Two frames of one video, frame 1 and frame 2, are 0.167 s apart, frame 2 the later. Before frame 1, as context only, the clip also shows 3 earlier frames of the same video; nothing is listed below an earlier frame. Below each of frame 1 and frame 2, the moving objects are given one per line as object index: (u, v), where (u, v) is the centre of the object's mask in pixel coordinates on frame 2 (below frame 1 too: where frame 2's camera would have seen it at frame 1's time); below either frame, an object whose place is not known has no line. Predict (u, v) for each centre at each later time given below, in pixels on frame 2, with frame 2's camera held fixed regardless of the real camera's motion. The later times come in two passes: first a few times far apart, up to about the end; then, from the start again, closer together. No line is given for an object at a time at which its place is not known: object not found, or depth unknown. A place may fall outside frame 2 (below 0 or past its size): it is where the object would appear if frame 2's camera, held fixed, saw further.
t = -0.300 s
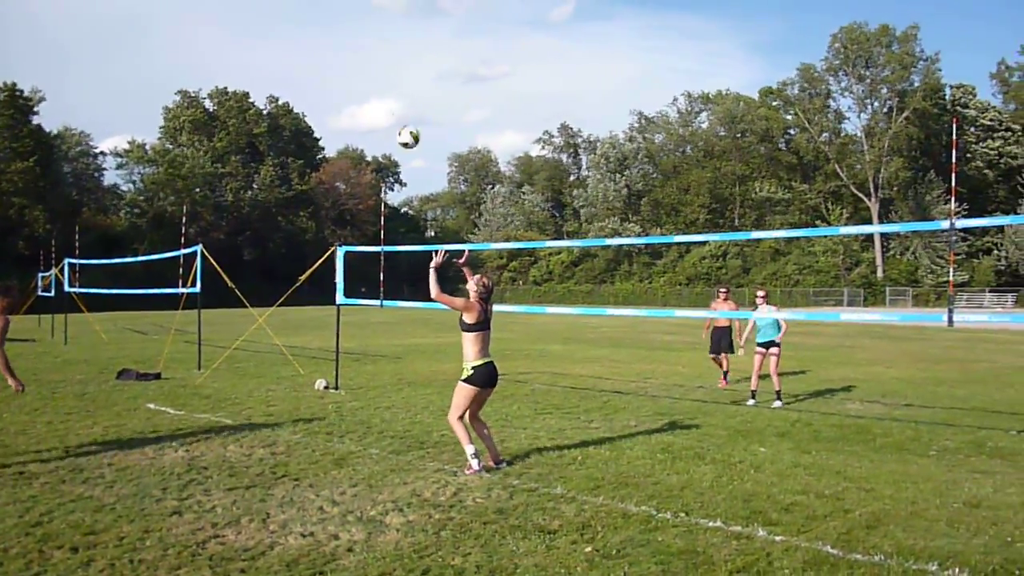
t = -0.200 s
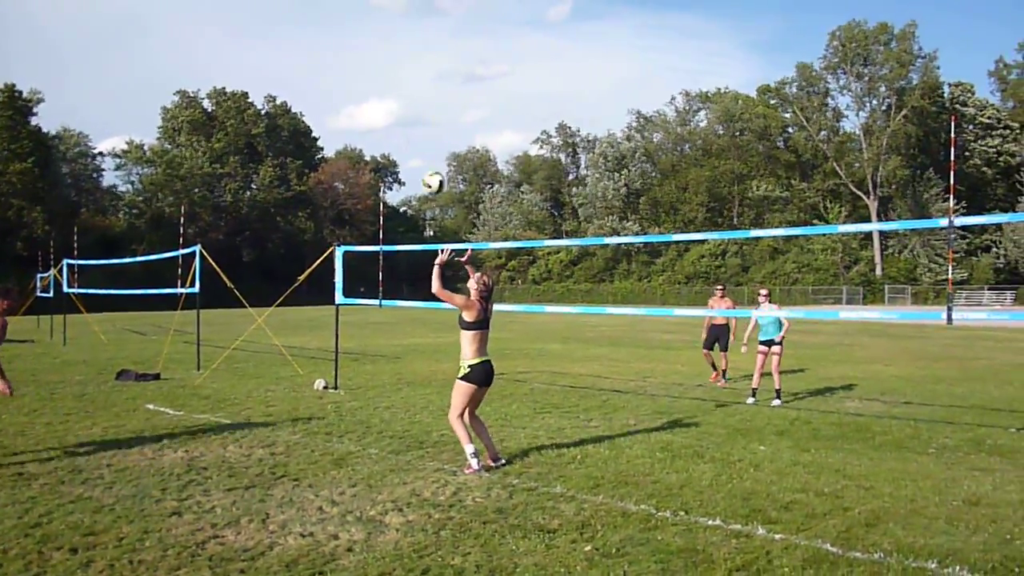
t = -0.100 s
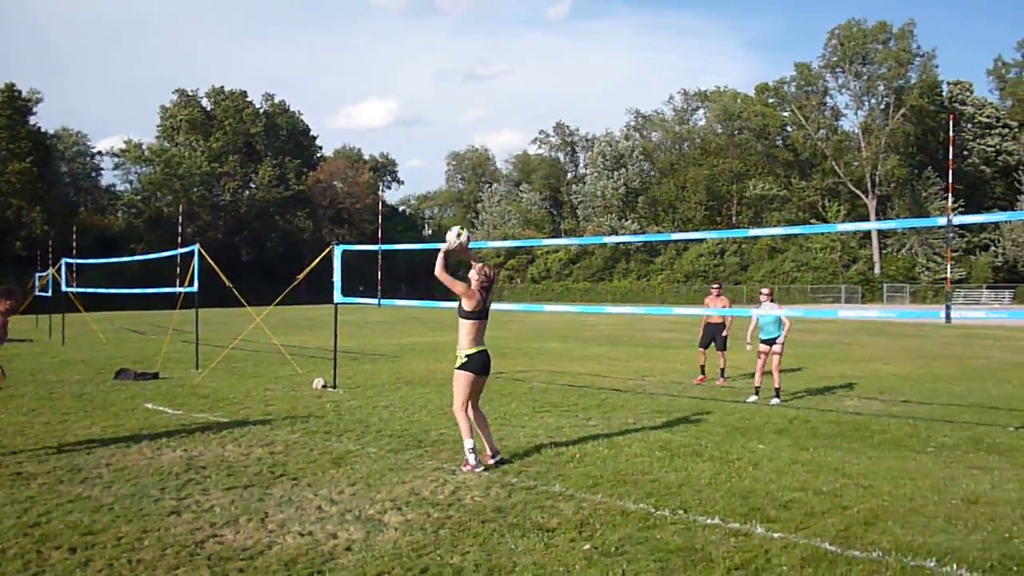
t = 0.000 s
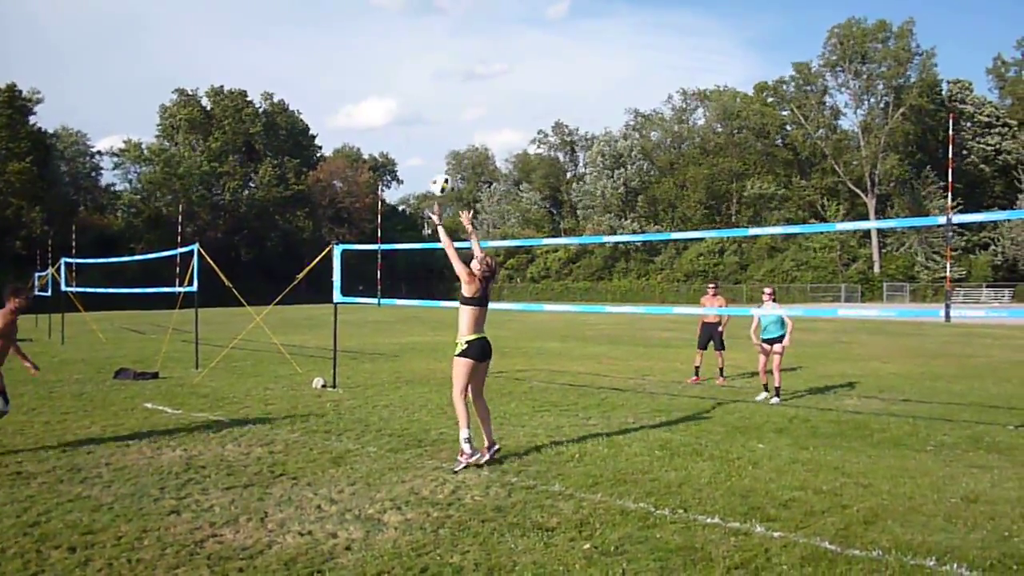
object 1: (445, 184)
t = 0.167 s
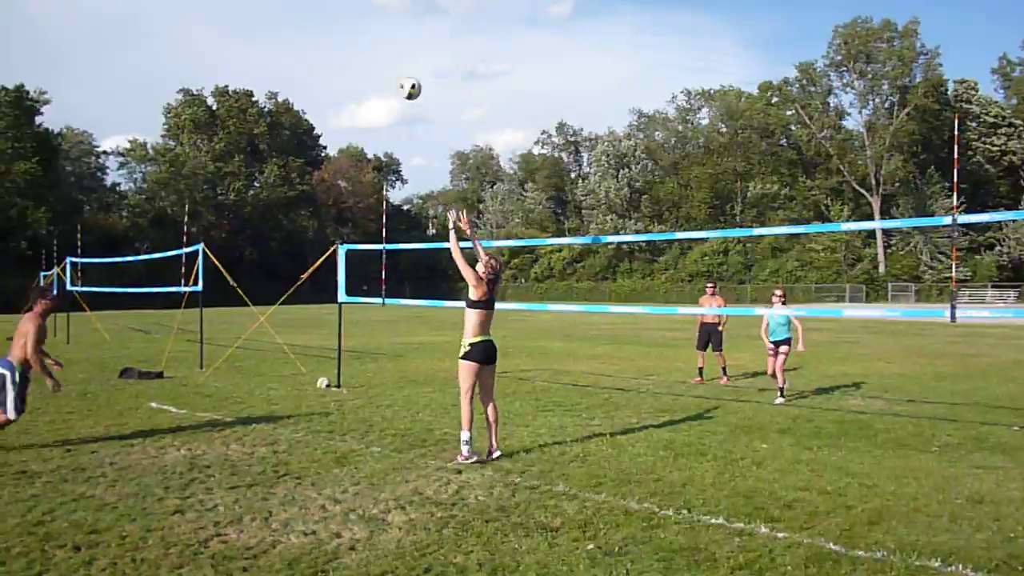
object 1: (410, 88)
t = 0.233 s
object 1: (396, 59)
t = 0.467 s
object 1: (352, 2)
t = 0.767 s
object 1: (301, 2)
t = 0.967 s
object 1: (270, 45)
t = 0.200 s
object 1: (403, 73)
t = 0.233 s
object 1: (396, 59)
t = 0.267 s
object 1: (389, 46)
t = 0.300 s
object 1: (383, 35)
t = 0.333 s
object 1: (376, 25)
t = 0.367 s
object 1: (370, 16)
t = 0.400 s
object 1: (364, 8)
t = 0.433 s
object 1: (358, 4)
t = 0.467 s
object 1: (352, 2)
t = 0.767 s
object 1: (301, 2)
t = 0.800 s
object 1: (295, 4)
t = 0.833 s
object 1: (290, 11)
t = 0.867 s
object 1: (285, 18)
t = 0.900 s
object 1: (279, 26)
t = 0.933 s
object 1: (275, 35)
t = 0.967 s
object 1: (270, 45)
